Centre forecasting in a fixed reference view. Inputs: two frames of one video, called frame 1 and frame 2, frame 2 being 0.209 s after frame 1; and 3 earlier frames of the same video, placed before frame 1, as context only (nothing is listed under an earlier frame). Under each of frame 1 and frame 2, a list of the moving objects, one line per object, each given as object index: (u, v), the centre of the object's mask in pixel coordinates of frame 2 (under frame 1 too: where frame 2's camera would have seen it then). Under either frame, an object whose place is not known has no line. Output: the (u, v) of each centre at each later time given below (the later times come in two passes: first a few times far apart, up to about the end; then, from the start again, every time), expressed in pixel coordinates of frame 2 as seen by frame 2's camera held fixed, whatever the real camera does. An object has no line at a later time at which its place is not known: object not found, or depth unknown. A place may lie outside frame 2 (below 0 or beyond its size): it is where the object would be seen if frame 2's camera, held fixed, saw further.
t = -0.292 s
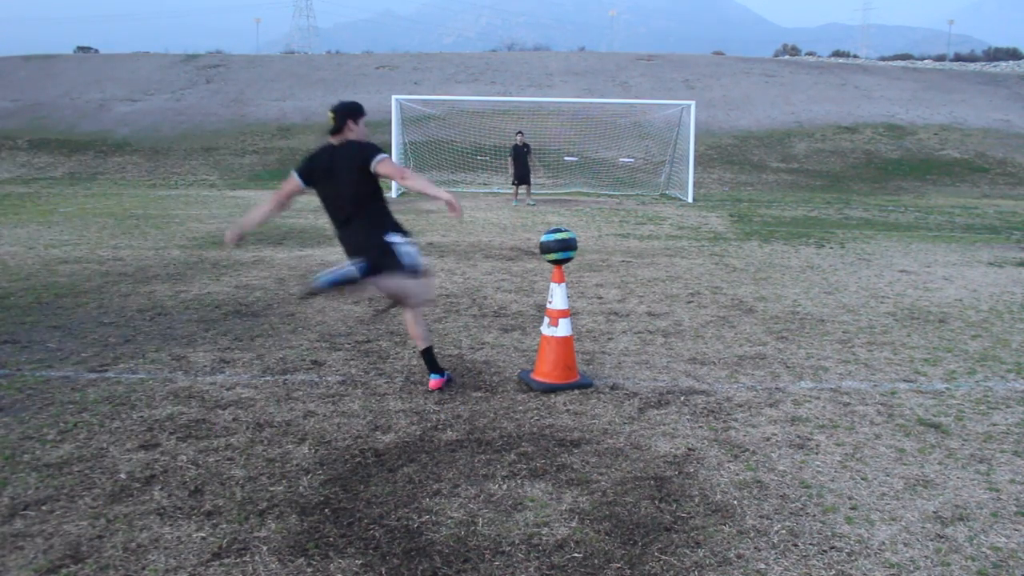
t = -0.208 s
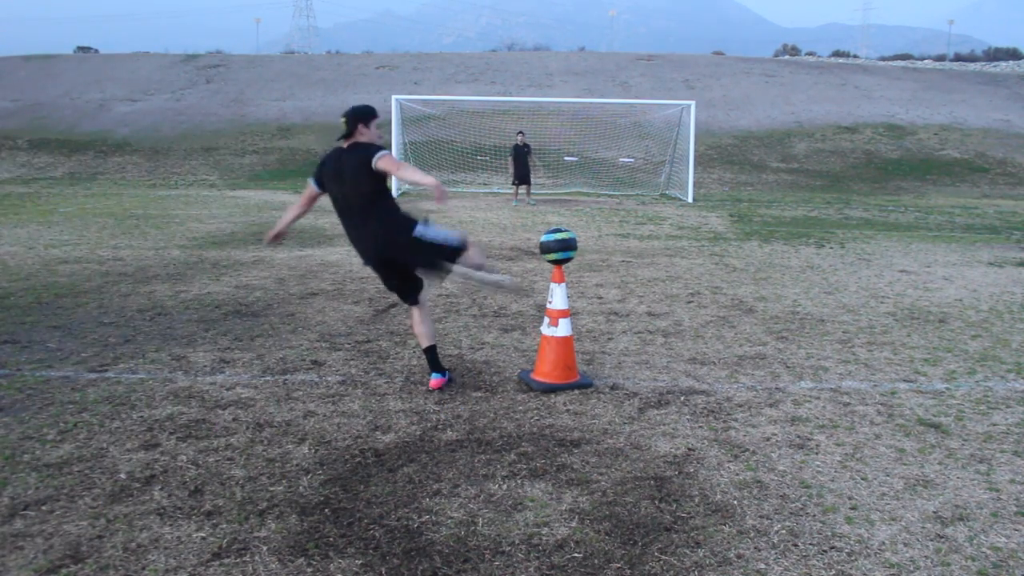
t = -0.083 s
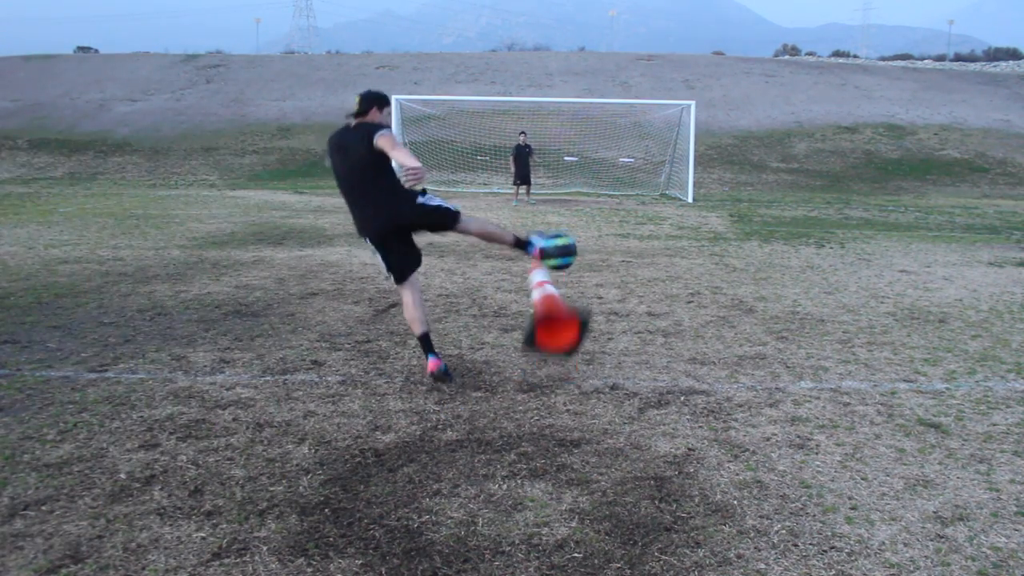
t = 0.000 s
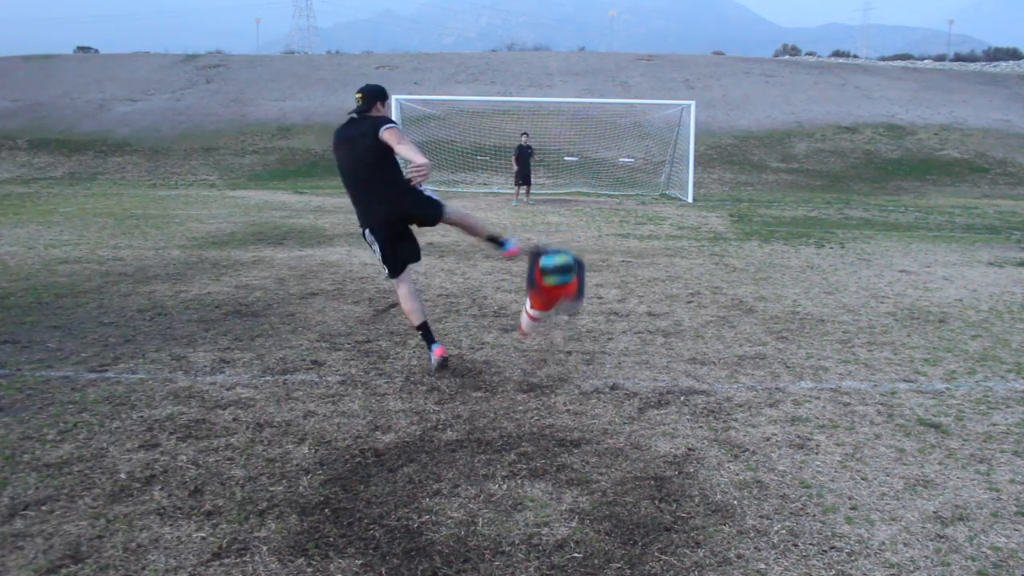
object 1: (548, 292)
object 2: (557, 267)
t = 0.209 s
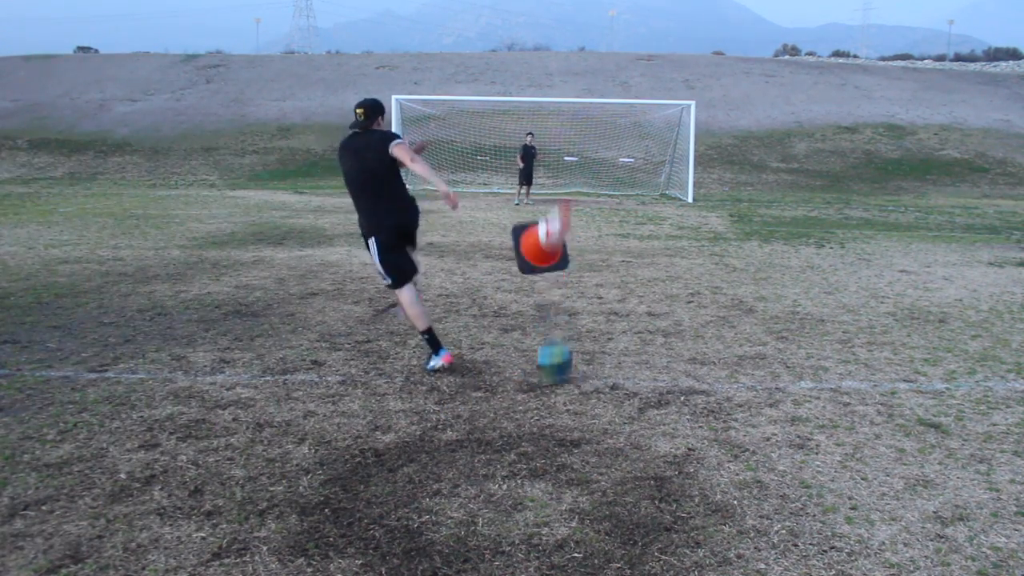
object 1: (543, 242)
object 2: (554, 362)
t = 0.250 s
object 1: (544, 232)
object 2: (555, 355)
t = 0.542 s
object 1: (538, 276)
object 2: (563, 300)
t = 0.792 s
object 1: (563, 301)
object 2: (566, 362)
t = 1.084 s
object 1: (573, 305)
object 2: (573, 337)
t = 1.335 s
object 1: (574, 303)
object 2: (579, 350)
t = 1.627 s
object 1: (572, 303)
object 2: (586, 360)
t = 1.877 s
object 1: (572, 303)
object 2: (590, 368)
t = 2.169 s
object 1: (573, 304)
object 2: (592, 369)
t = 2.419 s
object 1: (573, 305)
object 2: (591, 369)
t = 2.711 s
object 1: (573, 306)
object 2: (591, 369)
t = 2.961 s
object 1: (573, 306)
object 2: (591, 369)
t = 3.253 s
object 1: (573, 306)
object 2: (591, 368)
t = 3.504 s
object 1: (573, 306)
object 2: (591, 368)
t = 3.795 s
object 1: (573, 306)
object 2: (591, 368)
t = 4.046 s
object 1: (573, 306)
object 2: (591, 368)
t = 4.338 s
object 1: (573, 306)
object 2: (591, 368)
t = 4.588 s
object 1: (573, 305)
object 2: (591, 368)
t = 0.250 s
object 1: (544, 232)
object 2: (555, 355)
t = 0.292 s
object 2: (556, 340)
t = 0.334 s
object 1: (538, 234)
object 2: (558, 325)
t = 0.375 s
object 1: (537, 254)
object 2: (559, 315)
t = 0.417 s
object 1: (537, 265)
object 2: (560, 307)
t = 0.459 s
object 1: (533, 275)
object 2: (562, 302)
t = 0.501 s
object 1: (533, 280)
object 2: (562, 300)
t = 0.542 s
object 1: (538, 276)
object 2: (563, 300)
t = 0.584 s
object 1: (543, 275)
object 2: (564, 304)
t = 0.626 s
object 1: (548, 276)
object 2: (564, 310)
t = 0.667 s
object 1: (552, 280)
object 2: (565, 318)
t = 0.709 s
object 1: (556, 286)
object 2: (566, 330)
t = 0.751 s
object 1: (560, 294)
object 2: (566, 344)
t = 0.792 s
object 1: (563, 301)
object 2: (566, 362)
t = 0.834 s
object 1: (565, 300)
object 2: (567, 352)
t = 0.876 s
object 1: (567, 300)
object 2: (569, 343)
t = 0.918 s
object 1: (568, 302)
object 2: (570, 337)
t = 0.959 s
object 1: (570, 305)
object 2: (571, 333)
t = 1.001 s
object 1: (571, 306)
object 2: (572, 332)
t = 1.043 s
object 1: (572, 306)
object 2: (572, 333)
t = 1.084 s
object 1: (573, 305)
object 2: (573, 337)
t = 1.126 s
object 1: (573, 304)
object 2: (574, 344)
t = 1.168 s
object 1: (573, 304)
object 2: (574, 354)
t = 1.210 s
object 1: (573, 303)
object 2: (575, 366)
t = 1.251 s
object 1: (573, 303)
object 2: (576, 360)
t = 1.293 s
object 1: (574, 303)
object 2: (578, 353)
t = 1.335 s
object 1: (574, 303)
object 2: (579, 350)
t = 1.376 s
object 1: (574, 303)
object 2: (581, 349)
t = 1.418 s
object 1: (574, 304)
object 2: (581, 350)
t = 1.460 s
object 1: (574, 305)
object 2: (583, 355)
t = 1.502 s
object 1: (573, 305)
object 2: (584, 362)
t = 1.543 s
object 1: (572, 304)
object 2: (585, 366)
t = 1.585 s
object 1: (572, 303)
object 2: (585, 362)
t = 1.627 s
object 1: (572, 303)
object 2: (586, 360)
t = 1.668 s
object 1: (572, 302)
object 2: (587, 360)
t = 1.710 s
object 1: (572, 302)
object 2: (588, 363)
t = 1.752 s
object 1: (572, 302)
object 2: (588, 368)
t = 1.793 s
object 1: (572, 302)
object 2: (589, 366)
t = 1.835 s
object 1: (572, 302)
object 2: (590, 366)
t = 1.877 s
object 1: (572, 303)
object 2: (590, 368)
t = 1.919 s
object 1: (572, 303)
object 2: (591, 368)
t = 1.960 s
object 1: (573, 305)
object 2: (591, 368)
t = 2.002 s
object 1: (573, 305)
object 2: (591, 368)
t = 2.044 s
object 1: (574, 305)
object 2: (591, 368)
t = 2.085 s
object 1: (573, 305)
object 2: (592, 369)
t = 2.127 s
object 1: (573, 305)
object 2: (592, 369)
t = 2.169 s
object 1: (573, 304)
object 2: (592, 369)
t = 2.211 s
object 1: (573, 304)
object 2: (592, 369)
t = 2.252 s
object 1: (573, 304)
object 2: (592, 369)
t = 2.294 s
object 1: (573, 304)
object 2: (592, 369)
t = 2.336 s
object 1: (573, 305)
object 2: (591, 369)
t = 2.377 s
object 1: (574, 305)
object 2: (591, 369)
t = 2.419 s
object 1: (573, 305)
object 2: (591, 369)
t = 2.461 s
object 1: (573, 305)
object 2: (591, 369)
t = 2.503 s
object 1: (573, 305)
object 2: (591, 369)
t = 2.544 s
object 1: (573, 305)
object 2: (591, 369)
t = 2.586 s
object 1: (573, 305)
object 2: (591, 369)
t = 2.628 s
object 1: (573, 305)
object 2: (591, 369)
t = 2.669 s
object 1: (573, 305)
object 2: (591, 369)
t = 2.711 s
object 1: (573, 306)
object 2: (591, 369)
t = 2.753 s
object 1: (573, 305)
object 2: (591, 369)
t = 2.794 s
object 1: (573, 305)
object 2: (591, 369)
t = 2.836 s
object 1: (573, 305)
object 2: (591, 369)
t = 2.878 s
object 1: (573, 305)
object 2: (591, 369)
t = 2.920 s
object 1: (573, 306)
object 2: (591, 369)
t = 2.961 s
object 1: (573, 306)
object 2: (591, 369)
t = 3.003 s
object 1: (573, 306)
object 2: (591, 369)
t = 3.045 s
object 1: (573, 305)
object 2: (591, 368)
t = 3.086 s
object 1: (573, 306)
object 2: (591, 369)
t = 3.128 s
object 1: (573, 306)
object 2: (591, 368)
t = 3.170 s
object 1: (573, 306)
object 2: (591, 368)
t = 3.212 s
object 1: (573, 306)
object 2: (591, 369)
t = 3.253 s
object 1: (573, 306)
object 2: (591, 368)
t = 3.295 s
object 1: (573, 306)
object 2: (591, 368)
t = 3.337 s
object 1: (573, 306)
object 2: (591, 368)
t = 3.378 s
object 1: (573, 306)
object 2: (591, 368)
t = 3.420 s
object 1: (573, 306)
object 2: (591, 368)
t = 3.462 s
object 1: (573, 306)
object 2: (591, 368)
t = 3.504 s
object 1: (573, 306)
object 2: (591, 368)
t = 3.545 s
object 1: (573, 306)
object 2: (591, 368)
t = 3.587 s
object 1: (573, 306)
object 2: (591, 369)
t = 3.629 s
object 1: (573, 306)
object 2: (591, 369)
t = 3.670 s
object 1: (573, 306)
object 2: (591, 369)
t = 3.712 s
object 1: (573, 306)
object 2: (591, 369)
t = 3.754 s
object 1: (573, 306)
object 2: (591, 368)
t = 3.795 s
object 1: (573, 306)
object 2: (591, 368)
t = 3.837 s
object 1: (573, 306)
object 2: (591, 368)
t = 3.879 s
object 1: (573, 306)
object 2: (591, 368)
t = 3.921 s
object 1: (573, 306)
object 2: (591, 368)
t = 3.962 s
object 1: (573, 306)
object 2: (591, 369)
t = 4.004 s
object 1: (573, 306)
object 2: (591, 369)
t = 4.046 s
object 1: (573, 306)
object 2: (591, 368)
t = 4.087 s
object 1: (573, 306)
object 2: (591, 369)
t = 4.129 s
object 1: (573, 306)
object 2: (591, 368)
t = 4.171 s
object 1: (573, 306)
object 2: (591, 368)
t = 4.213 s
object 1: (573, 306)
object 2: (591, 368)
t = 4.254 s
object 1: (573, 306)
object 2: (591, 368)
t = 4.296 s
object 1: (573, 306)
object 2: (591, 368)
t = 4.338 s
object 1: (573, 306)
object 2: (591, 368)
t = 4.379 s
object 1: (573, 306)
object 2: (591, 368)
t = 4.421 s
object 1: (573, 306)
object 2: (591, 368)
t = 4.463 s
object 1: (573, 306)
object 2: (591, 368)
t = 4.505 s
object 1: (573, 305)
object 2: (591, 368)
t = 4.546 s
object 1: (573, 306)
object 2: (591, 368)
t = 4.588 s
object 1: (573, 305)
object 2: (591, 368)
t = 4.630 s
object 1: (573, 305)
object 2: (591, 368)
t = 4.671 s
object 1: (573, 305)
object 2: (591, 368)
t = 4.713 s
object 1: (573, 305)
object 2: (591, 368)
